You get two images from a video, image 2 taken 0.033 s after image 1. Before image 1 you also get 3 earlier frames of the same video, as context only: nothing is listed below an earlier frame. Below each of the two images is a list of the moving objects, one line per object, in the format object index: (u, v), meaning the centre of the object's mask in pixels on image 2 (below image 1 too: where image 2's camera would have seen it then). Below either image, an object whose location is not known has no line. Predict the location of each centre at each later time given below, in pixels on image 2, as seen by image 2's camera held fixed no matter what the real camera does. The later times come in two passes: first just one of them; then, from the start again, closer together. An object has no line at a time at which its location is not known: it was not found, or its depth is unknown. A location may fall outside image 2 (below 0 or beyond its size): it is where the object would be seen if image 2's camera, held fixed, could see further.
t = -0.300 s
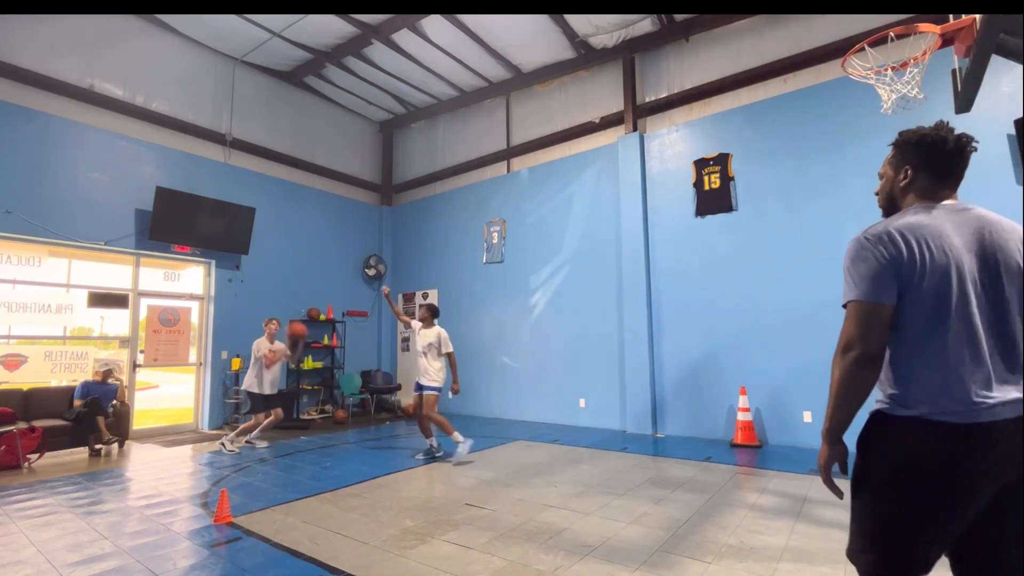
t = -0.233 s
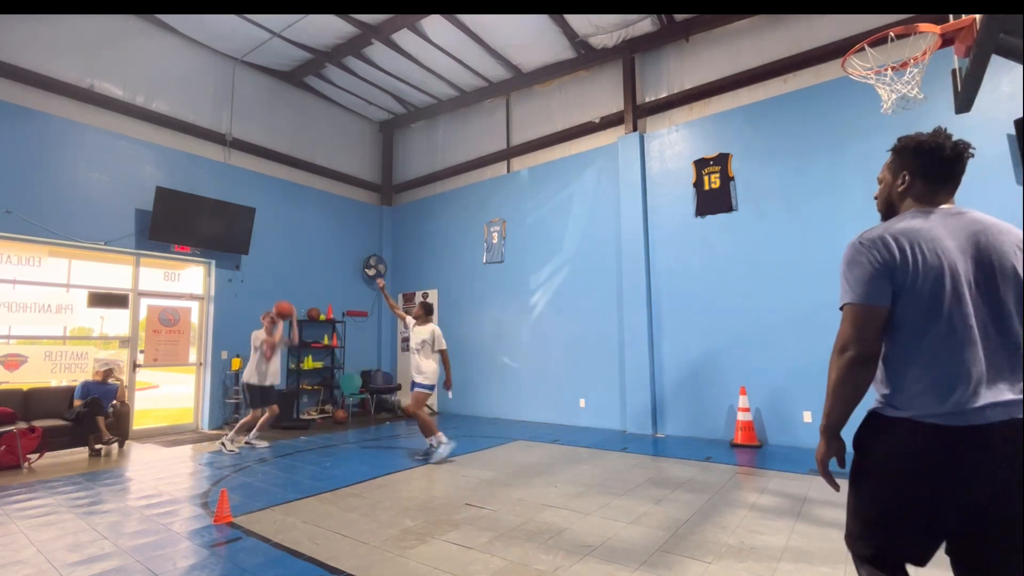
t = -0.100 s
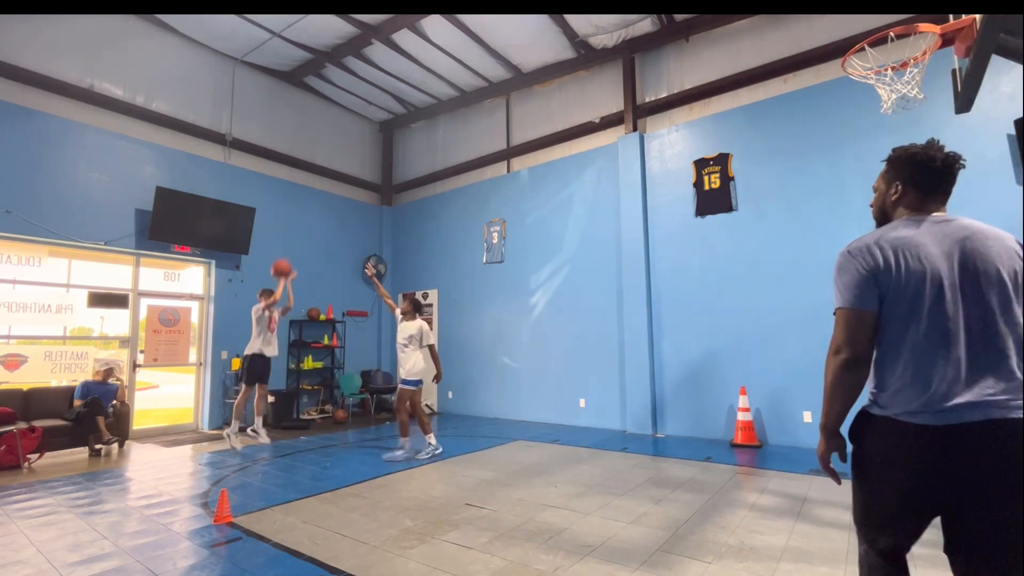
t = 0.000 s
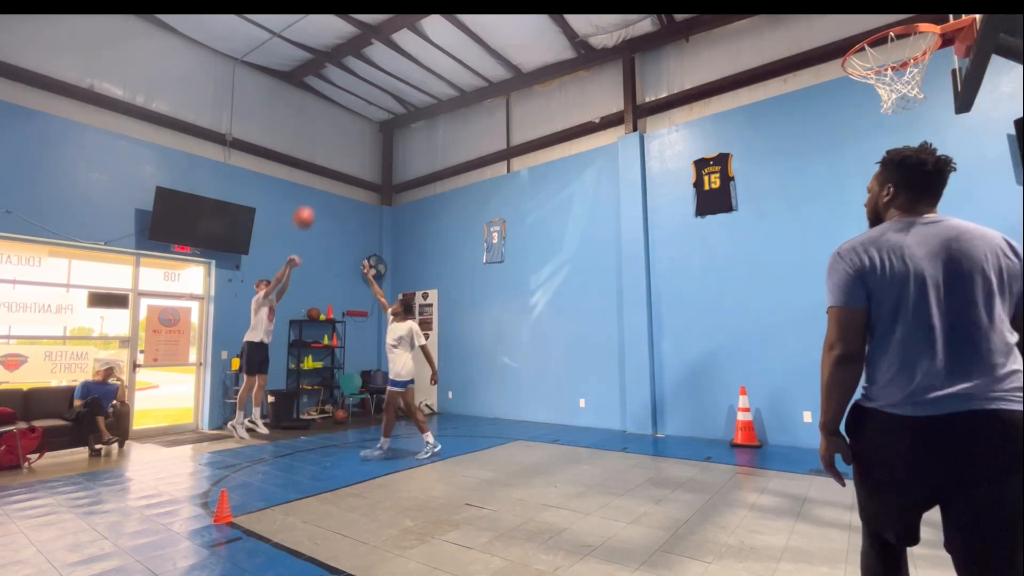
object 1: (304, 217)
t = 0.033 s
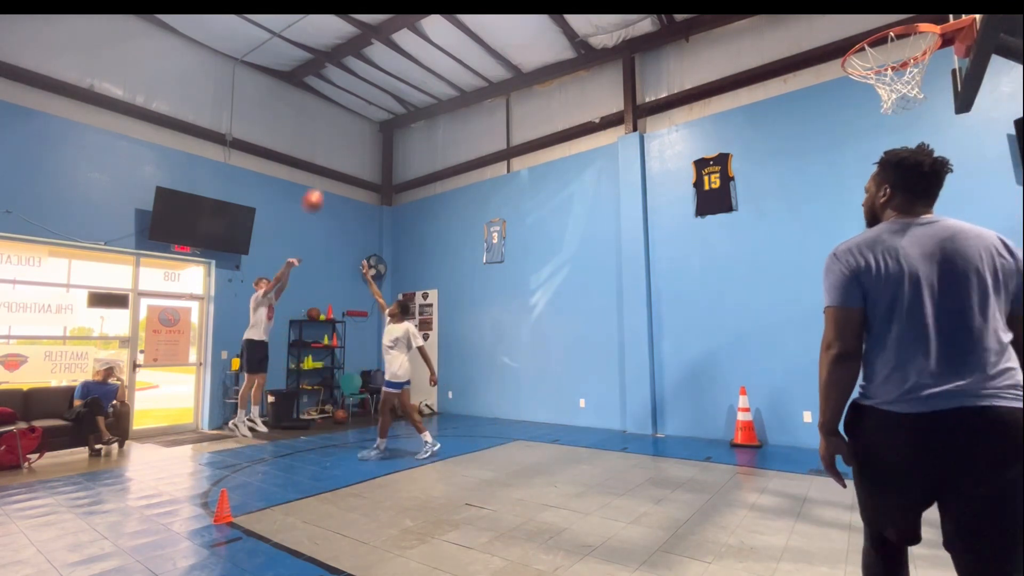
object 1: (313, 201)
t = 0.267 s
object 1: (383, 94)
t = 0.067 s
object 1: (323, 183)
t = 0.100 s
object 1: (332, 167)
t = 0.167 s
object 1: (352, 136)
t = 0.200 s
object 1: (362, 120)
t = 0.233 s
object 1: (372, 107)
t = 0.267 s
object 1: (383, 94)
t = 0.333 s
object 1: (405, 69)
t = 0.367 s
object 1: (417, 56)
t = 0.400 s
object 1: (429, 44)
